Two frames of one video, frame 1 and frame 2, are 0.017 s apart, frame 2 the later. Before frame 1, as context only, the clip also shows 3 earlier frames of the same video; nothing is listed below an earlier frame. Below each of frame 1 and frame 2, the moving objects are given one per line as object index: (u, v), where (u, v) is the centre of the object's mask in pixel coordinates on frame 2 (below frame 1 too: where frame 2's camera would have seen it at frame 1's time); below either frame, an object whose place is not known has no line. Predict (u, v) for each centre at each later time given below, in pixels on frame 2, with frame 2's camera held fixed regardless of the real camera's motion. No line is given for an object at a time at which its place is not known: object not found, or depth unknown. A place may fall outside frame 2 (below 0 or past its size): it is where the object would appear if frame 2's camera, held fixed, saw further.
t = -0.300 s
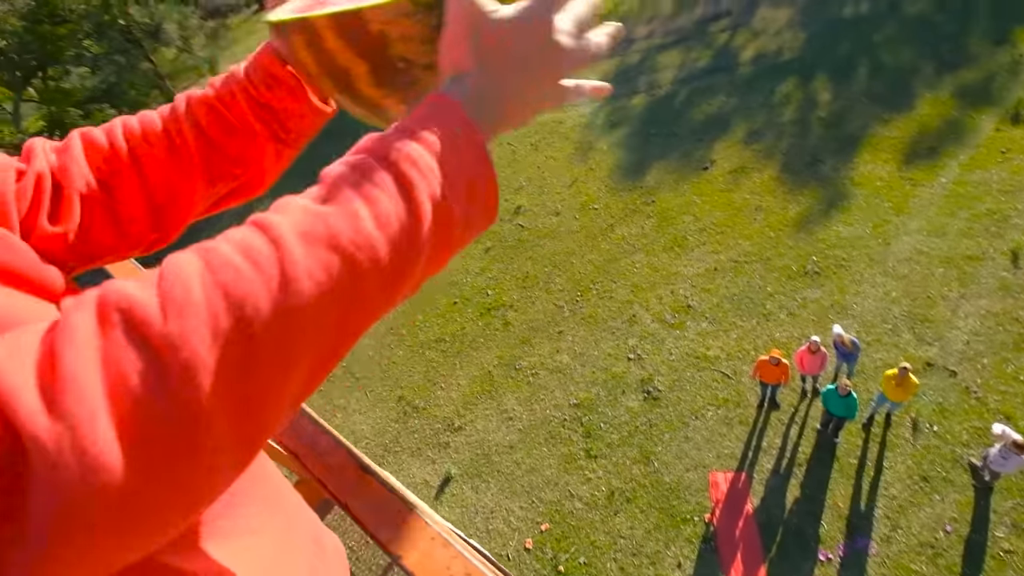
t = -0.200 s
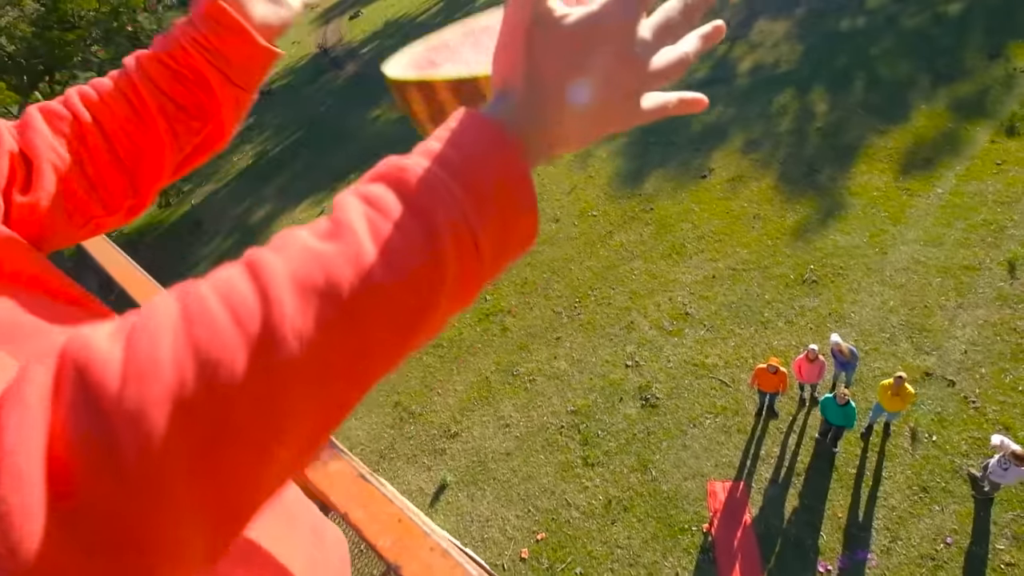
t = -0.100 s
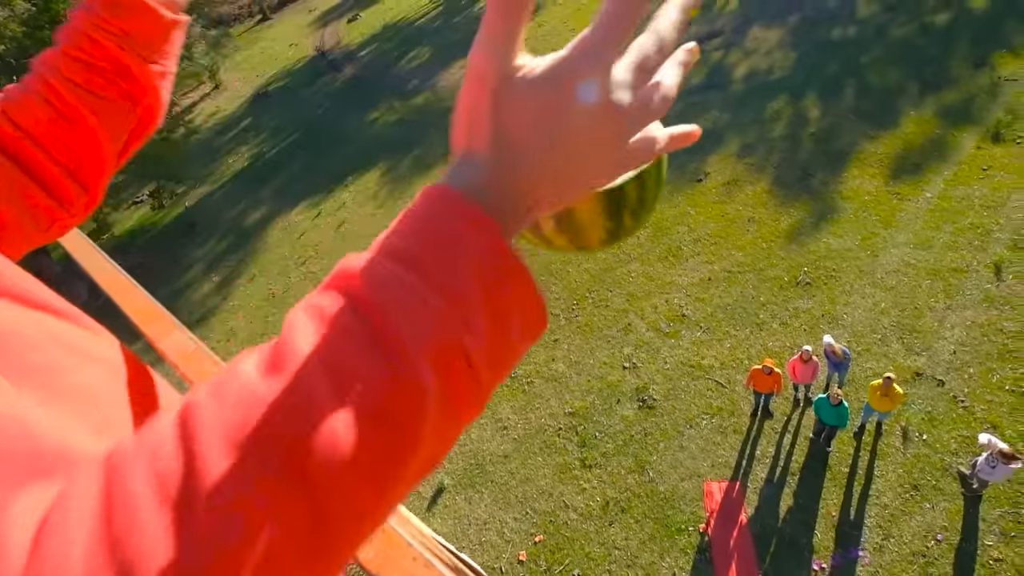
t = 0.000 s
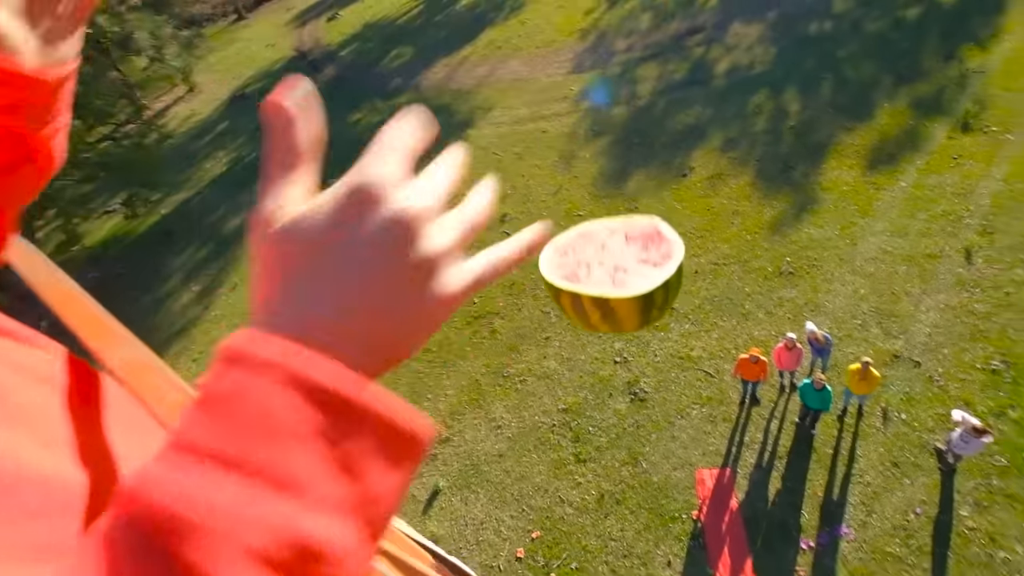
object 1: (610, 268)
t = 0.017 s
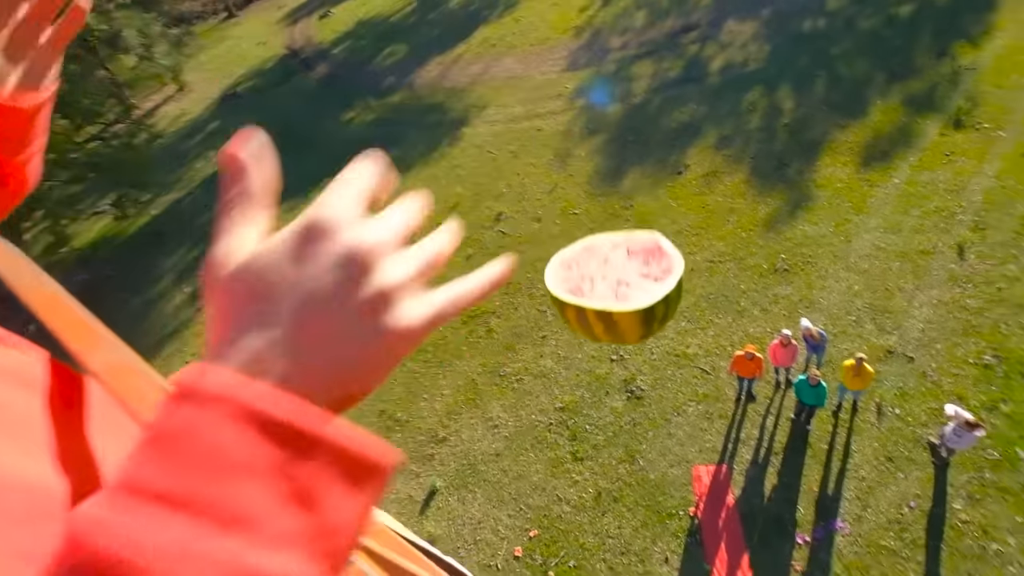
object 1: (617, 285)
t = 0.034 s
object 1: (623, 300)
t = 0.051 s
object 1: (628, 315)
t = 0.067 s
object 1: (634, 329)
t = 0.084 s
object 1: (639, 343)
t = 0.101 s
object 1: (642, 355)
